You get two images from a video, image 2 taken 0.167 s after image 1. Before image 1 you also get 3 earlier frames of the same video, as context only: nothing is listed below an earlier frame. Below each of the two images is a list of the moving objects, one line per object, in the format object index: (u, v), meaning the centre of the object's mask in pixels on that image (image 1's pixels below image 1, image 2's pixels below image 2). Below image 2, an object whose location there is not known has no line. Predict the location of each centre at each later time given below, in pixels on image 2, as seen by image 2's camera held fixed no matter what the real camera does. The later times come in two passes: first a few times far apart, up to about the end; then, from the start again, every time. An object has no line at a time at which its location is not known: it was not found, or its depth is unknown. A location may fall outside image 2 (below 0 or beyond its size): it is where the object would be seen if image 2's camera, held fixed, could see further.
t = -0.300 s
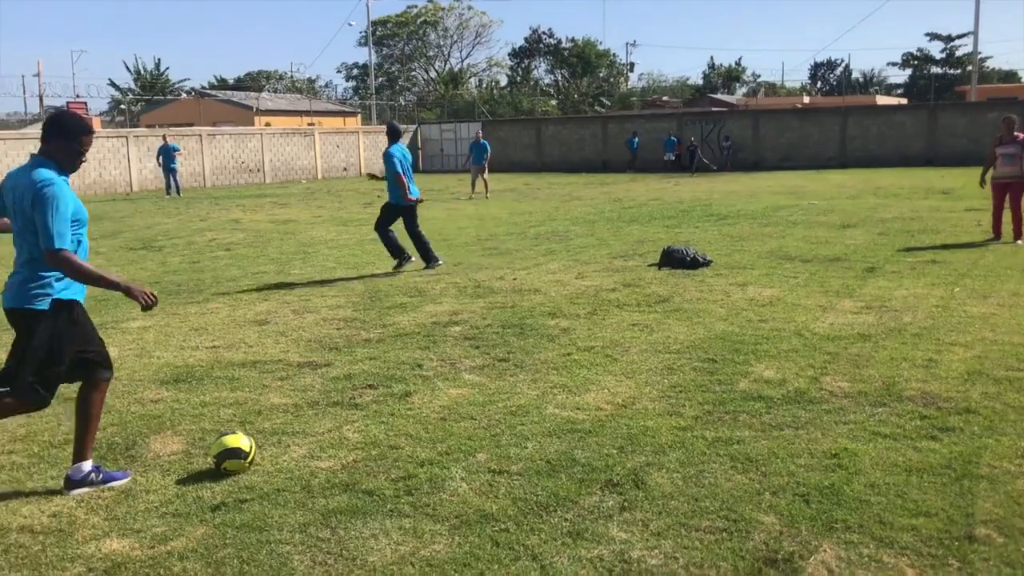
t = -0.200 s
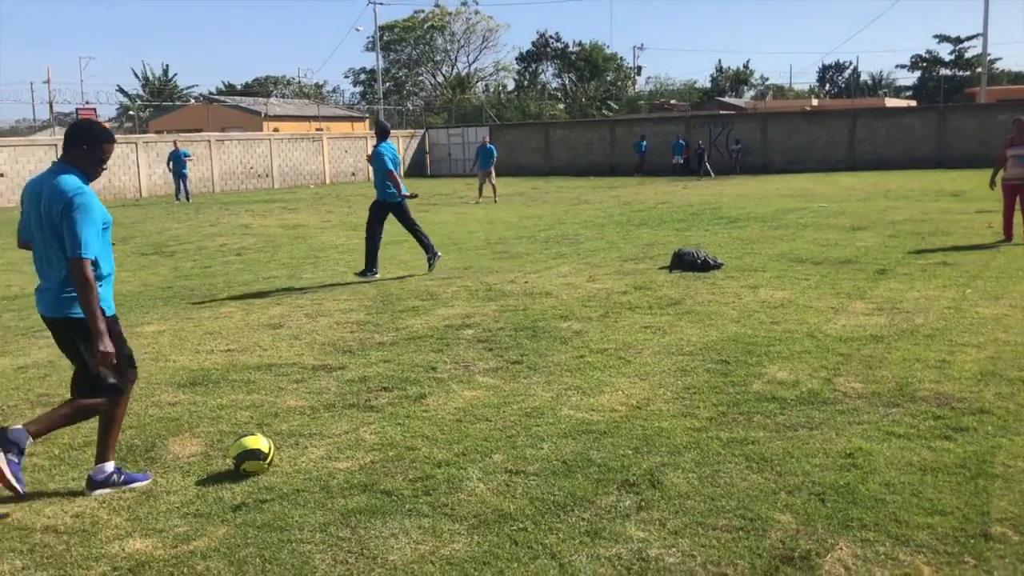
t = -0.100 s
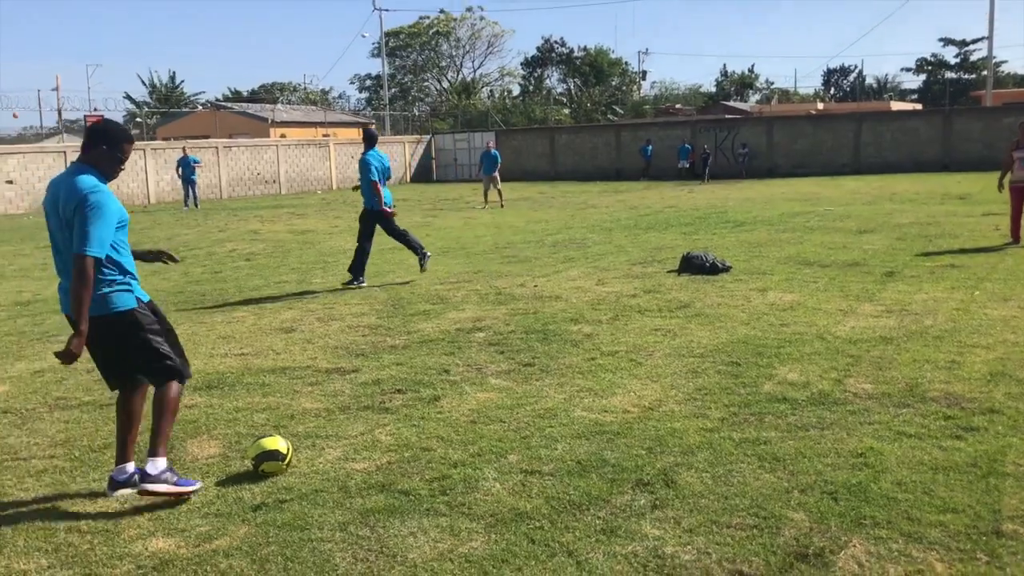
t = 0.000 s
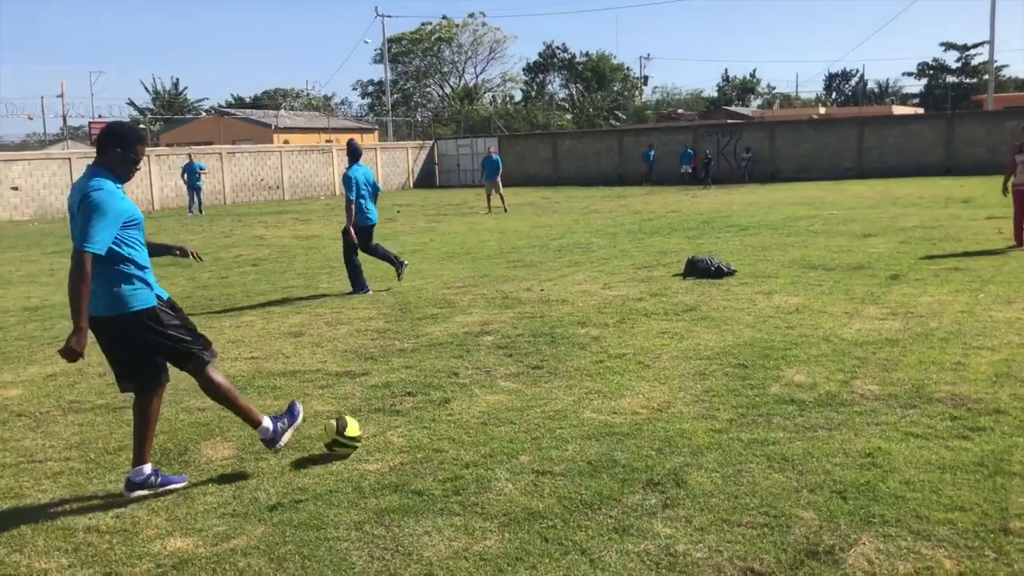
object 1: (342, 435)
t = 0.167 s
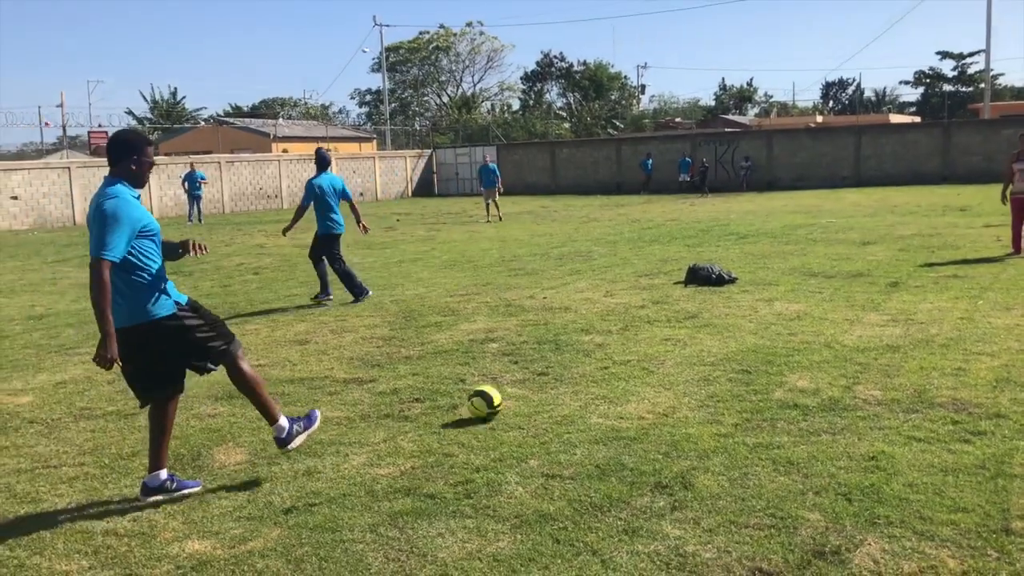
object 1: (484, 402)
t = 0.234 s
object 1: (525, 392)
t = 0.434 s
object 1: (615, 362)
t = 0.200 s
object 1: (506, 397)
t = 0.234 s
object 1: (525, 392)
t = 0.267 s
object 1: (542, 387)
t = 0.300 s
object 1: (557, 382)
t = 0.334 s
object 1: (575, 376)
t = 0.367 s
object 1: (590, 374)
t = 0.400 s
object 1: (603, 370)
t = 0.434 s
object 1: (615, 362)
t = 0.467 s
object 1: (627, 358)
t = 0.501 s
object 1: (641, 353)
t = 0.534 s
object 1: (651, 351)
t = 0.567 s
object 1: (663, 349)
